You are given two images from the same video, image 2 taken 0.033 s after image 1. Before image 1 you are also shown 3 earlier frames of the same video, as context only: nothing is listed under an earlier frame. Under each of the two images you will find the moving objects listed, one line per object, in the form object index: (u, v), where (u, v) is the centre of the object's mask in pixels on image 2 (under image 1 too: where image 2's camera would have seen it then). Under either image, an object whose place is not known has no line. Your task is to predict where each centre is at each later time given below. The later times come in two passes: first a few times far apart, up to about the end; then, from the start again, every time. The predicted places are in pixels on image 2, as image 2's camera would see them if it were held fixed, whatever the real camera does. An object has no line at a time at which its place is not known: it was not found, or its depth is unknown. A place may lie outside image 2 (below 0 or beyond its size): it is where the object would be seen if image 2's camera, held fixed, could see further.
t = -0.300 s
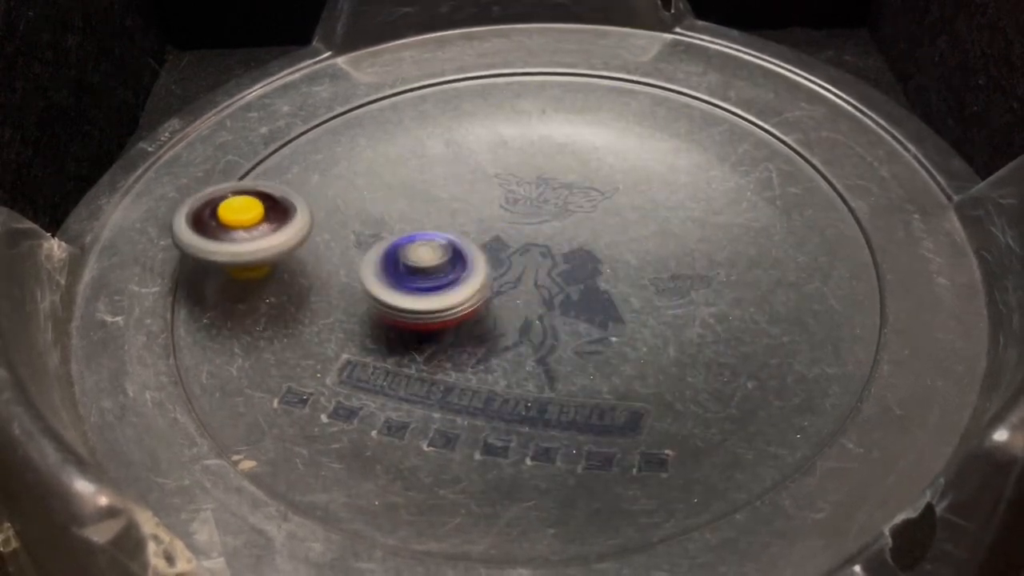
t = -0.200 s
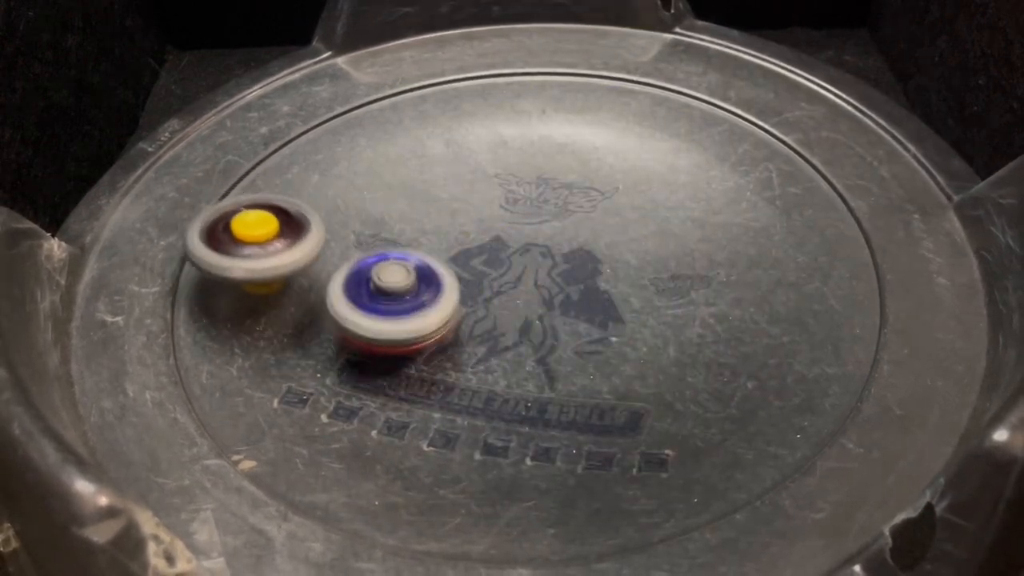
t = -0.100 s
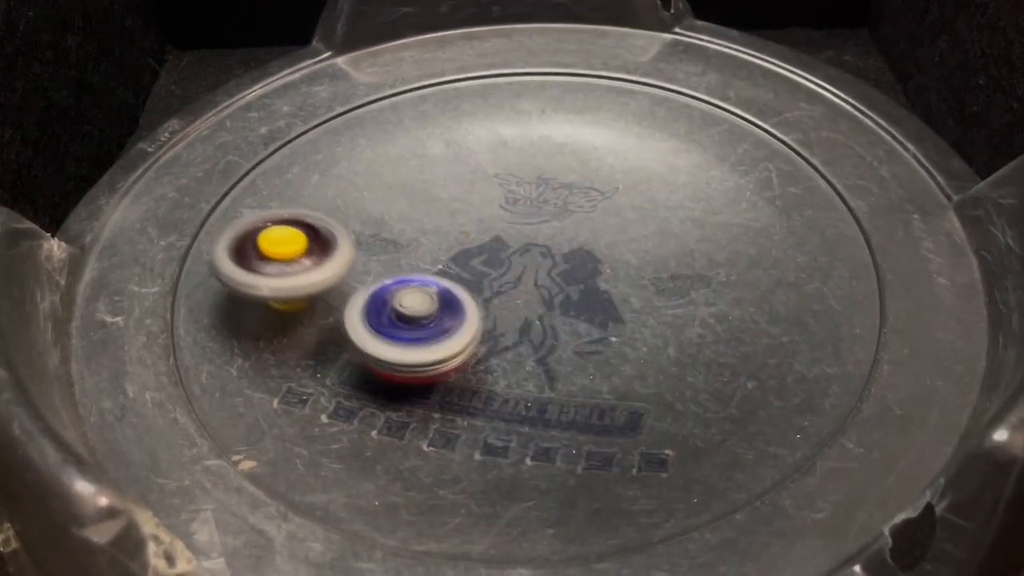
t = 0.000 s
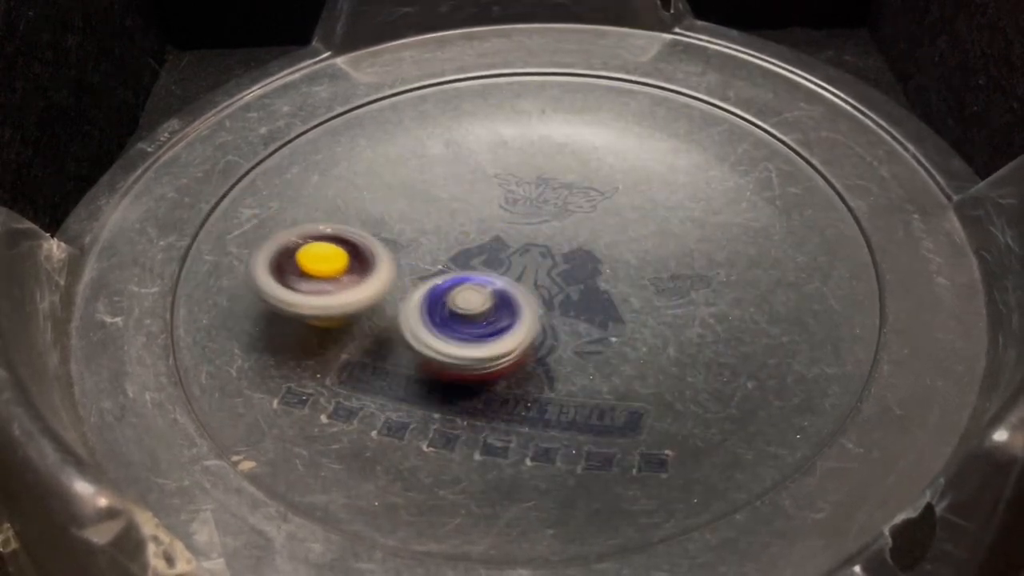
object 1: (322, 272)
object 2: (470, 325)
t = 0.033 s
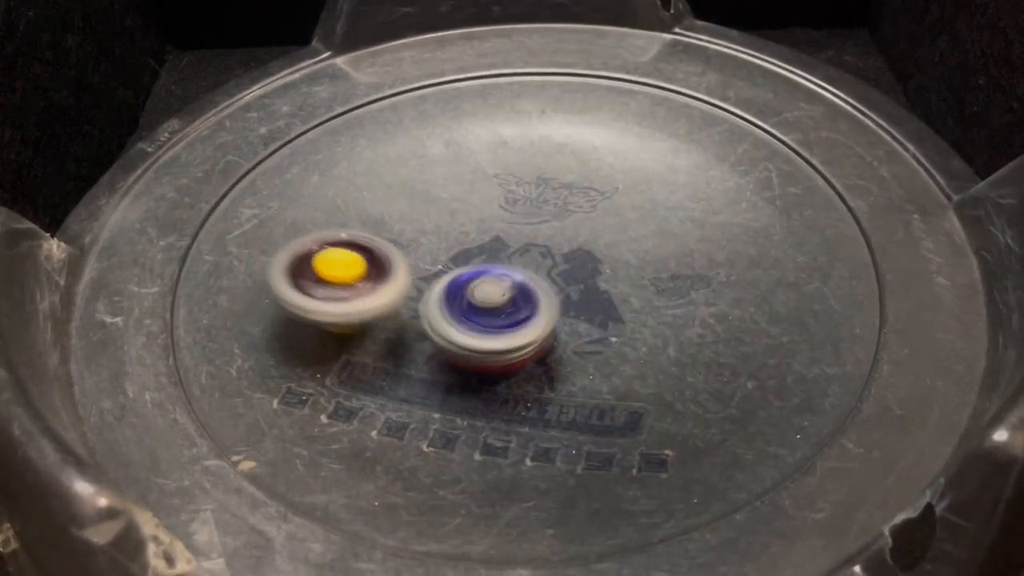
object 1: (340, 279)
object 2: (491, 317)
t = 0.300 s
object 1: (426, 295)
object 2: (543, 194)
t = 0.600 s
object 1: (461, 271)
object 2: (420, 184)
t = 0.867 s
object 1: (580, 306)
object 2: (473, 244)
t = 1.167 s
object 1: (707, 256)
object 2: (593, 188)
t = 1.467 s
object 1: (676, 179)
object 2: (526, 229)
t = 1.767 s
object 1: (590, 168)
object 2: (545, 359)
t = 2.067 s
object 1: (481, 208)
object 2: (625, 294)
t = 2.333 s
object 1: (345, 199)
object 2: (582, 288)
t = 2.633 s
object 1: (333, 287)
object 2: (465, 330)
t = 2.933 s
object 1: (359, 360)
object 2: (533, 304)
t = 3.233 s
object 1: (506, 362)
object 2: (460, 232)
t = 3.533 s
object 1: (572, 279)
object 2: (445, 260)
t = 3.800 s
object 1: (798, 208)
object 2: (397, 258)
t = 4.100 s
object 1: (684, 210)
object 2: (487, 254)
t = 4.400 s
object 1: (816, 214)
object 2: (535, 207)
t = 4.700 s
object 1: (715, 250)
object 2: (545, 227)
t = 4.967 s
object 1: (673, 282)
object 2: (528, 276)
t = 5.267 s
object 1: (668, 281)
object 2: (521, 316)
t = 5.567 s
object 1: (732, 275)
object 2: (441, 301)
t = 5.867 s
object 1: (676, 281)
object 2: (398, 272)
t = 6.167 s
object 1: (585, 314)
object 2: (490, 234)
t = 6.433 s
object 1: (512, 336)
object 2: (577, 214)
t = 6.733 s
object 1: (460, 336)
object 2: (590, 252)
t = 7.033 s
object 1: (386, 334)
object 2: (557, 298)
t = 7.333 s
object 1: (300, 319)
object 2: (563, 270)
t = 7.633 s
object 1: (251, 307)
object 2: (645, 220)
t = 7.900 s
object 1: (359, 278)
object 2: (614, 224)
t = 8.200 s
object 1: (391, 211)
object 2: (573, 229)
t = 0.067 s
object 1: (358, 284)
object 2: (506, 305)
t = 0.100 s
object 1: (376, 288)
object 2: (517, 290)
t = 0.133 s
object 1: (393, 292)
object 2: (526, 274)
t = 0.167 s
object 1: (396, 297)
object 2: (541, 256)
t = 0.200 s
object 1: (402, 299)
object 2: (550, 239)
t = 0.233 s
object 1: (410, 299)
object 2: (552, 223)
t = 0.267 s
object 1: (418, 298)
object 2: (549, 209)
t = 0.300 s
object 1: (426, 295)
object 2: (543, 194)
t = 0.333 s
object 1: (433, 291)
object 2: (533, 181)
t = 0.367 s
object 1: (438, 286)
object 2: (521, 174)
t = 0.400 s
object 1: (443, 281)
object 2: (506, 166)
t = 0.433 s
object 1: (446, 276)
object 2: (489, 163)
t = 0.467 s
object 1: (449, 270)
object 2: (473, 163)
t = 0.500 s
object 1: (451, 265)
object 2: (456, 167)
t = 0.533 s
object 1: (453, 260)
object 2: (442, 172)
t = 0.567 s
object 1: (457, 265)
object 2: (430, 177)
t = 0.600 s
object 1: (461, 271)
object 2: (420, 184)
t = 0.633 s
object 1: (467, 274)
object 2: (412, 195)
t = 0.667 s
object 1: (479, 282)
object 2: (408, 202)
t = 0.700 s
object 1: (498, 296)
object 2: (407, 209)
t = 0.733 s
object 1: (518, 307)
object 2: (413, 218)
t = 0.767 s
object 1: (535, 313)
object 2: (422, 226)
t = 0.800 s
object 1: (551, 314)
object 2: (436, 235)
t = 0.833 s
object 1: (566, 311)
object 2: (453, 241)
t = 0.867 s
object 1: (580, 306)
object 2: (473, 244)
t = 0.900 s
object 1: (592, 299)
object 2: (494, 243)
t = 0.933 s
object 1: (611, 297)
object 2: (511, 238)
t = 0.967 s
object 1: (635, 300)
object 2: (529, 235)
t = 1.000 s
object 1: (657, 299)
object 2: (544, 228)
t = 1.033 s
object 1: (676, 295)
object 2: (558, 222)
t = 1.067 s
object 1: (688, 287)
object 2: (570, 214)
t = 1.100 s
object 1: (697, 276)
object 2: (581, 206)
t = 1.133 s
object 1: (704, 266)
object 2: (589, 196)
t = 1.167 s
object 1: (707, 256)
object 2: (593, 188)
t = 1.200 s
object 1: (709, 245)
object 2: (592, 183)
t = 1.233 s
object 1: (709, 235)
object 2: (588, 180)
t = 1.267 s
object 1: (707, 225)
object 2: (581, 180)
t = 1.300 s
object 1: (701, 216)
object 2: (575, 181)
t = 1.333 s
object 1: (694, 208)
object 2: (567, 186)
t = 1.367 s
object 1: (686, 201)
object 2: (559, 194)
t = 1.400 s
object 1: (677, 194)
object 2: (551, 203)
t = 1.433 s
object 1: (669, 188)
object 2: (544, 215)
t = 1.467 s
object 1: (676, 179)
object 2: (526, 229)
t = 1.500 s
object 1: (675, 173)
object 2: (510, 245)
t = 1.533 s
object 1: (669, 168)
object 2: (501, 263)
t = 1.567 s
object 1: (660, 165)
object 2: (495, 281)
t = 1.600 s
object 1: (649, 163)
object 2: (493, 298)
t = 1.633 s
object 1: (636, 162)
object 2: (496, 316)
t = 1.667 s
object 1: (624, 162)
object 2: (502, 332)
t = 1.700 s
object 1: (612, 162)
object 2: (512, 343)
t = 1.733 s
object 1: (601, 165)
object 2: (526, 352)
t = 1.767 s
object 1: (590, 168)
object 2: (545, 359)
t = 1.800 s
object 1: (579, 172)
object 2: (563, 363)
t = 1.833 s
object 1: (567, 178)
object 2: (583, 362)
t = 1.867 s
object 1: (556, 183)
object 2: (600, 357)
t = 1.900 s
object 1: (545, 189)
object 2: (614, 348)
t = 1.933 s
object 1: (535, 198)
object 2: (622, 336)
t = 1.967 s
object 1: (527, 207)
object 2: (624, 320)
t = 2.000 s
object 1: (521, 214)
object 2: (622, 306)
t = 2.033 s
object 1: (516, 224)
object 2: (613, 292)
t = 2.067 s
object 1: (481, 208)
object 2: (625, 294)
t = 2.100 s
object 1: (446, 192)
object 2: (632, 296)
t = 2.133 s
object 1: (419, 179)
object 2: (633, 296)
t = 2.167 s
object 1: (390, 173)
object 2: (632, 294)
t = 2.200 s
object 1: (369, 172)
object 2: (628, 292)
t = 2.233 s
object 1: (357, 177)
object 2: (621, 290)
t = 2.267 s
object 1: (351, 183)
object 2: (610, 289)
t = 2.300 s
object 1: (348, 190)
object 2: (599, 288)
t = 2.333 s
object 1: (345, 199)
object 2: (582, 288)
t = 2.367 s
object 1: (343, 208)
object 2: (565, 290)
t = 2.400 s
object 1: (340, 214)
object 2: (548, 292)
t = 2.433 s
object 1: (337, 224)
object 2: (532, 296)
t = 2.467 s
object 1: (334, 233)
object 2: (516, 300)
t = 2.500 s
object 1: (332, 243)
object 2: (501, 305)
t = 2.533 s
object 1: (331, 253)
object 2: (489, 312)
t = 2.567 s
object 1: (331, 265)
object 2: (478, 319)
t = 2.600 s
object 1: (331, 275)
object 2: (469, 325)
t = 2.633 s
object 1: (333, 287)
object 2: (465, 330)
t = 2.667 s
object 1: (324, 294)
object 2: (471, 336)
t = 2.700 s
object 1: (316, 301)
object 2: (479, 341)
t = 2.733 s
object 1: (316, 310)
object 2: (488, 344)
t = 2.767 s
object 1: (319, 318)
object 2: (498, 344)
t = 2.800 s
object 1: (324, 327)
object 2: (509, 341)
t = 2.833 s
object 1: (330, 336)
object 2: (520, 334)
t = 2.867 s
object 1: (338, 344)
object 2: (526, 325)
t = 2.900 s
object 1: (348, 353)
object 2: (531, 316)
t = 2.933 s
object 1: (359, 360)
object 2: (533, 304)
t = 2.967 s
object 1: (372, 367)
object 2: (532, 291)
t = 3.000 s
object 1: (388, 373)
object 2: (529, 279)
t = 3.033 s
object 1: (407, 377)
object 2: (521, 270)
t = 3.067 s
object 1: (424, 379)
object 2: (514, 260)
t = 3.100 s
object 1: (442, 379)
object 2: (503, 251)
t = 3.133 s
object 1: (460, 376)
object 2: (492, 242)
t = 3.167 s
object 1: (476, 373)
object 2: (481, 237)
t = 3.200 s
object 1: (492, 368)
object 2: (470, 234)
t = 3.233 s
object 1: (506, 362)
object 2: (460, 232)
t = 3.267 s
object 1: (521, 353)
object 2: (450, 230)
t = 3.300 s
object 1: (534, 343)
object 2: (441, 230)
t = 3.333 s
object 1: (546, 331)
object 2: (435, 232)
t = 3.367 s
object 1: (554, 321)
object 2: (430, 236)
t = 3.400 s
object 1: (560, 310)
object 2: (429, 240)
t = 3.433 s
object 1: (563, 301)
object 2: (431, 245)
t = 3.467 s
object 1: (565, 294)
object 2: (433, 250)
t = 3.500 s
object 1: (566, 286)
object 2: (440, 256)
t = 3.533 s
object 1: (572, 279)
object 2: (445, 260)
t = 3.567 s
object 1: (580, 272)
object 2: (450, 263)
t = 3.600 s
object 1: (587, 263)
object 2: (451, 265)
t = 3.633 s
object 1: (646, 258)
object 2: (431, 260)
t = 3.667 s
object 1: (703, 249)
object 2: (417, 258)
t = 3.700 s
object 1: (746, 238)
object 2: (408, 257)
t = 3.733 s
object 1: (779, 227)
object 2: (401, 257)
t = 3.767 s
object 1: (796, 215)
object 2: (398, 256)
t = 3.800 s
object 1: (798, 208)
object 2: (397, 258)
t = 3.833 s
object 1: (794, 202)
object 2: (399, 259)
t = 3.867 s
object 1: (787, 198)
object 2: (405, 260)
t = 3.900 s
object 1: (777, 196)
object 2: (413, 262)
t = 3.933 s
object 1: (765, 196)
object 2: (422, 262)
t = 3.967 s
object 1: (751, 196)
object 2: (436, 262)
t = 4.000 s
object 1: (735, 199)
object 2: (447, 262)
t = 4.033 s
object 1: (718, 202)
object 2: (461, 259)
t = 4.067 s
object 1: (699, 207)
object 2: (476, 257)
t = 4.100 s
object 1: (684, 210)
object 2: (487, 254)
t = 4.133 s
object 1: (667, 215)
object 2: (502, 248)
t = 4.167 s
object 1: (654, 218)
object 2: (516, 242)
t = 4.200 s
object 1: (652, 215)
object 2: (521, 234)
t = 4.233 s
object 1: (697, 207)
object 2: (518, 230)
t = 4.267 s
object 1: (743, 220)
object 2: (515, 226)
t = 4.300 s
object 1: (775, 222)
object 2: (519, 221)
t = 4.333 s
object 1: (799, 220)
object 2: (526, 215)
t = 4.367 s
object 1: (812, 217)
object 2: (530, 212)
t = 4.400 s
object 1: (816, 214)
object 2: (535, 207)
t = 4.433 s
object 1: (814, 213)
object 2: (538, 206)
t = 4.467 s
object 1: (808, 214)
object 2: (539, 206)
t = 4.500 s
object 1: (800, 217)
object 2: (542, 206)
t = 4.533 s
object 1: (789, 221)
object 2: (542, 208)
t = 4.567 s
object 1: (777, 227)
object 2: (543, 209)
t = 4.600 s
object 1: (764, 232)
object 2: (543, 212)
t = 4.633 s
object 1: (748, 239)
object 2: (543, 217)
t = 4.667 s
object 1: (731, 244)
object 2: (545, 220)
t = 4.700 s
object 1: (715, 250)
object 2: (545, 227)
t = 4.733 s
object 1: (697, 255)
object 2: (547, 233)
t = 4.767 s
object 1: (679, 261)
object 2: (548, 240)
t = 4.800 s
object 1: (676, 266)
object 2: (545, 245)
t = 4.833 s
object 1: (682, 274)
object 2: (536, 250)
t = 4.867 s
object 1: (681, 279)
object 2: (532, 258)
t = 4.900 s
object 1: (679, 281)
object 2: (530, 262)
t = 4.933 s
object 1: (676, 282)
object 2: (528, 270)
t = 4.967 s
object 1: (673, 282)
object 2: (528, 276)
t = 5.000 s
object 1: (670, 281)
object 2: (525, 283)
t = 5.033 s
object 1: (668, 281)
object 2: (526, 289)
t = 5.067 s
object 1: (666, 281)
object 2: (525, 295)
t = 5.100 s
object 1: (665, 280)
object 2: (526, 301)
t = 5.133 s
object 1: (665, 280)
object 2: (526, 304)
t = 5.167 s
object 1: (667, 280)
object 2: (523, 310)
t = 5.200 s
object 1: (668, 281)
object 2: (523, 313)
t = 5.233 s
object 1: (668, 281)
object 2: (521, 316)
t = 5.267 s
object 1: (668, 281)
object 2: (521, 316)
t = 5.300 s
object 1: (667, 282)
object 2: (520, 317)
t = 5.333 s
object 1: (666, 283)
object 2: (521, 316)
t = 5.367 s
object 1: (665, 284)
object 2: (520, 315)
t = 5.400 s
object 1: (663, 286)
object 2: (521, 314)
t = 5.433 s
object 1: (661, 288)
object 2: (519, 312)
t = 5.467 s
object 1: (683, 287)
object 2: (504, 309)
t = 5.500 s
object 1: (712, 282)
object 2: (476, 307)
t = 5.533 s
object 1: (728, 279)
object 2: (458, 304)
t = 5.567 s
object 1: (732, 275)
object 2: (441, 301)
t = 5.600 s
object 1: (731, 273)
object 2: (429, 298)
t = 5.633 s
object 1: (727, 272)
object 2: (417, 295)
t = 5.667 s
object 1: (722, 272)
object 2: (409, 292)
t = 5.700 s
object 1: (714, 272)
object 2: (400, 289)
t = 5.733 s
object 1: (707, 273)
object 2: (396, 285)
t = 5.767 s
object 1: (699, 274)
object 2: (392, 282)
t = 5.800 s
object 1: (692, 276)
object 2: (392, 278)
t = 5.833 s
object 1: (684, 279)
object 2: (394, 275)
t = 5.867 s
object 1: (676, 281)
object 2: (398, 272)
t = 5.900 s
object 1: (667, 284)
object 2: (404, 269)
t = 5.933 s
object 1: (657, 287)
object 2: (413, 264)
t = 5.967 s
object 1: (648, 289)
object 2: (420, 261)
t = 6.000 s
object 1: (637, 293)
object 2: (433, 256)
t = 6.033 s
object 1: (626, 296)
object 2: (441, 252)
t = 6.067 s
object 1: (614, 301)
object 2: (456, 247)
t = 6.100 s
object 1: (604, 306)
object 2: (465, 243)
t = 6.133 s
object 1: (594, 310)
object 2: (481, 237)
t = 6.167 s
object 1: (585, 314)
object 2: (490, 234)
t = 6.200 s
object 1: (575, 318)
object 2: (507, 230)
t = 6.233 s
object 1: (565, 321)
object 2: (515, 226)
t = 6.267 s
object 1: (556, 325)
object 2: (531, 222)
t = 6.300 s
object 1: (547, 328)
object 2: (540, 220)
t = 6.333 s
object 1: (538, 330)
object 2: (552, 216)
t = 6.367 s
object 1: (530, 331)
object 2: (562, 215)
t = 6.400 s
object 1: (521, 334)
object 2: (570, 213)
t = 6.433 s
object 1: (512, 336)
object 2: (577, 214)
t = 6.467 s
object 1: (503, 338)
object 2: (582, 214)
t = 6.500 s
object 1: (496, 340)
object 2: (589, 215)
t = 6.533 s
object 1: (488, 340)
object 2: (591, 218)
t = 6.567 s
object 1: (483, 340)
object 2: (595, 221)
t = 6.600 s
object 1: (478, 340)
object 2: (596, 227)
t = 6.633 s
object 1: (472, 340)
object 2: (596, 230)
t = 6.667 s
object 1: (468, 339)
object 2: (594, 239)
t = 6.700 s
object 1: (464, 338)
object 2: (594, 244)
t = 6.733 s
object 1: (460, 336)
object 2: (590, 252)
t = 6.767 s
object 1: (457, 335)
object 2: (586, 257)
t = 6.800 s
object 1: (454, 333)
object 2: (581, 265)
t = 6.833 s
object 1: (451, 332)
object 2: (575, 272)
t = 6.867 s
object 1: (448, 330)
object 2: (569, 279)
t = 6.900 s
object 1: (440, 329)
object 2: (564, 286)
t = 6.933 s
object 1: (418, 331)
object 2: (568, 286)
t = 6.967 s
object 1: (403, 333)
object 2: (565, 292)
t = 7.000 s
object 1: (394, 334)
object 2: (562, 294)
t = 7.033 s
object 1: (386, 334)
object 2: (557, 298)
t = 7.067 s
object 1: (382, 334)
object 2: (551, 300)
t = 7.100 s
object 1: (378, 333)
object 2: (546, 300)
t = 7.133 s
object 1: (377, 333)
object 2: (537, 300)
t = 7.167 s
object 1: (376, 332)
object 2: (529, 299)
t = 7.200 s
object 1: (376, 330)
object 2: (521, 298)
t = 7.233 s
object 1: (377, 327)
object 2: (514, 298)
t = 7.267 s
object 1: (378, 325)
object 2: (509, 293)
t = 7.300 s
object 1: (350, 321)
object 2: (529, 280)
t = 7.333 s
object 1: (300, 319)
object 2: (563, 270)
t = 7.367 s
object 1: (262, 316)
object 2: (584, 263)
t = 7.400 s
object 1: (240, 313)
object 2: (597, 258)
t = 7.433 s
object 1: (228, 313)
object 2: (612, 253)
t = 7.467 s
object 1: (224, 313)
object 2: (626, 246)
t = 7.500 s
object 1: (225, 313)
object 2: (631, 240)
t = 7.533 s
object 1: (230, 312)
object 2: (634, 233)
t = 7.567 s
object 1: (236, 311)
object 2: (639, 224)
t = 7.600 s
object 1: (243, 309)
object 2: (645, 220)
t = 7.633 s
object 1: (251, 307)
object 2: (645, 220)
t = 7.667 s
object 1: (260, 305)
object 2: (642, 216)
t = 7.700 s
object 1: (271, 303)
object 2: (643, 213)
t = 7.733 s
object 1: (283, 300)
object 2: (644, 211)
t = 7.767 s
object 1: (296, 297)
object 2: (642, 212)
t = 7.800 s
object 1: (312, 293)
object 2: (637, 214)
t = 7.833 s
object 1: (327, 290)
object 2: (633, 216)
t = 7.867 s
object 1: (343, 284)
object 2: (625, 218)
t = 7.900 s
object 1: (359, 278)
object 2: (614, 224)
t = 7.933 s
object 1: (373, 271)
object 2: (600, 227)
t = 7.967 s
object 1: (387, 264)
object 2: (594, 226)
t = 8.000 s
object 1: (398, 257)
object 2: (586, 225)
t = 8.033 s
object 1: (409, 249)
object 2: (573, 231)
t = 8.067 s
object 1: (418, 240)
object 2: (560, 230)
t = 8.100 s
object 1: (425, 232)
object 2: (555, 226)
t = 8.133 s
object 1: (406, 223)
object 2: (568, 225)
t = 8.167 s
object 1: (393, 216)
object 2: (573, 227)
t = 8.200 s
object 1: (391, 211)
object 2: (573, 229)
